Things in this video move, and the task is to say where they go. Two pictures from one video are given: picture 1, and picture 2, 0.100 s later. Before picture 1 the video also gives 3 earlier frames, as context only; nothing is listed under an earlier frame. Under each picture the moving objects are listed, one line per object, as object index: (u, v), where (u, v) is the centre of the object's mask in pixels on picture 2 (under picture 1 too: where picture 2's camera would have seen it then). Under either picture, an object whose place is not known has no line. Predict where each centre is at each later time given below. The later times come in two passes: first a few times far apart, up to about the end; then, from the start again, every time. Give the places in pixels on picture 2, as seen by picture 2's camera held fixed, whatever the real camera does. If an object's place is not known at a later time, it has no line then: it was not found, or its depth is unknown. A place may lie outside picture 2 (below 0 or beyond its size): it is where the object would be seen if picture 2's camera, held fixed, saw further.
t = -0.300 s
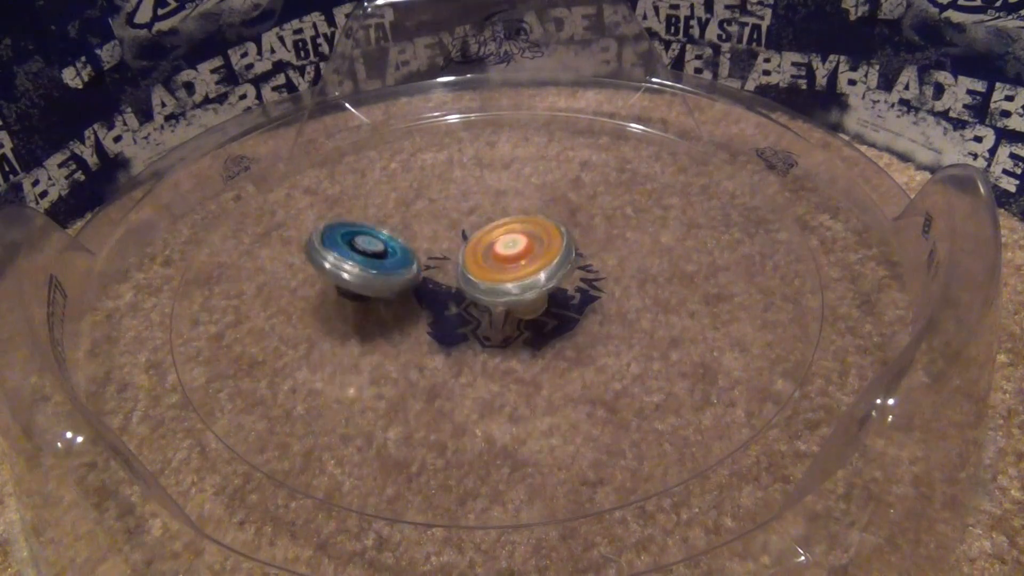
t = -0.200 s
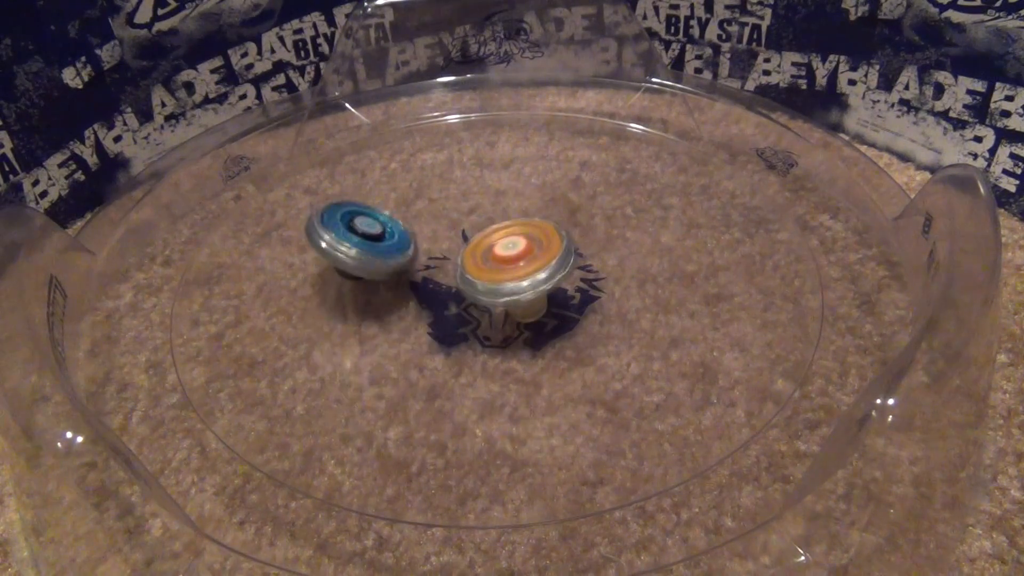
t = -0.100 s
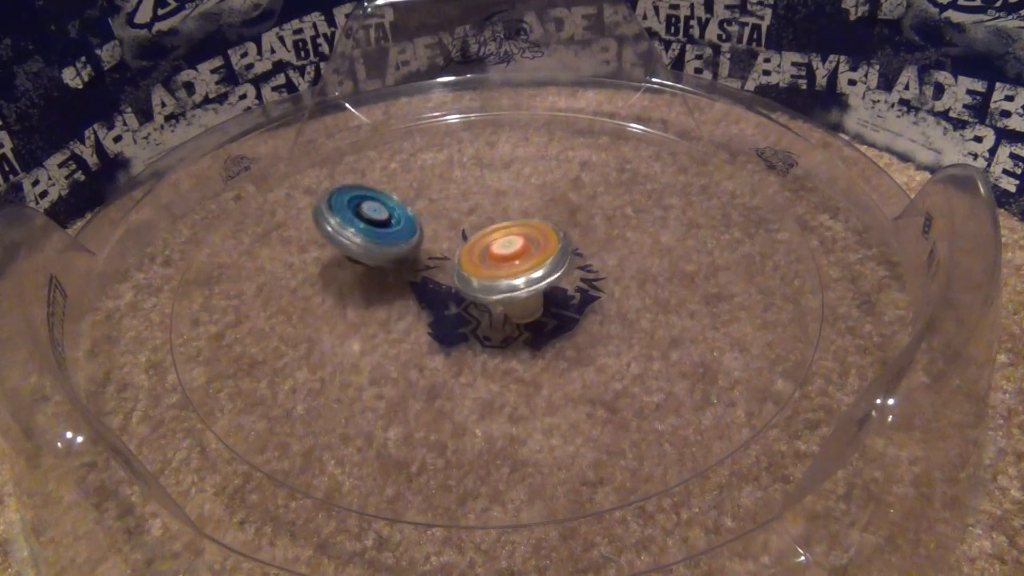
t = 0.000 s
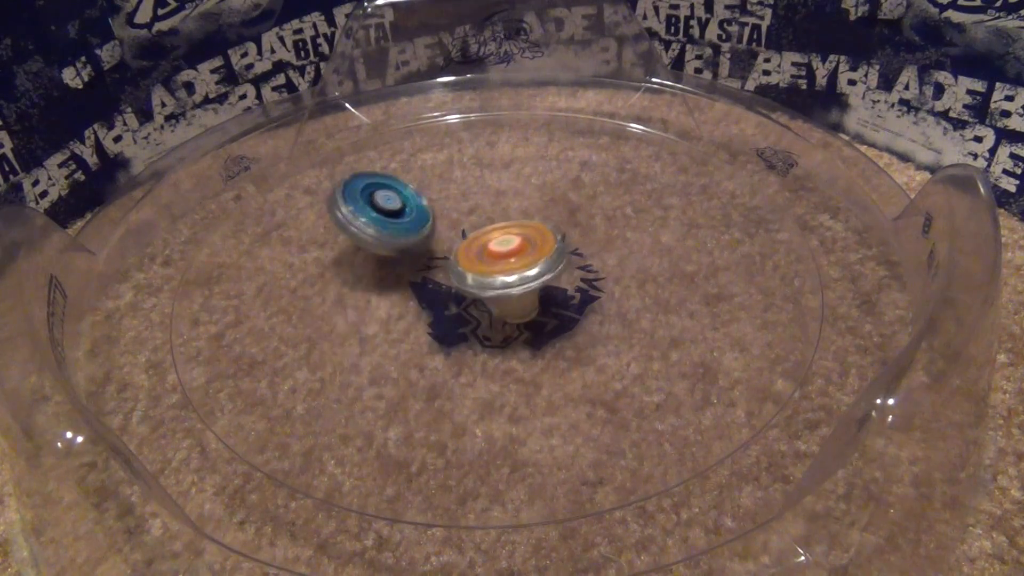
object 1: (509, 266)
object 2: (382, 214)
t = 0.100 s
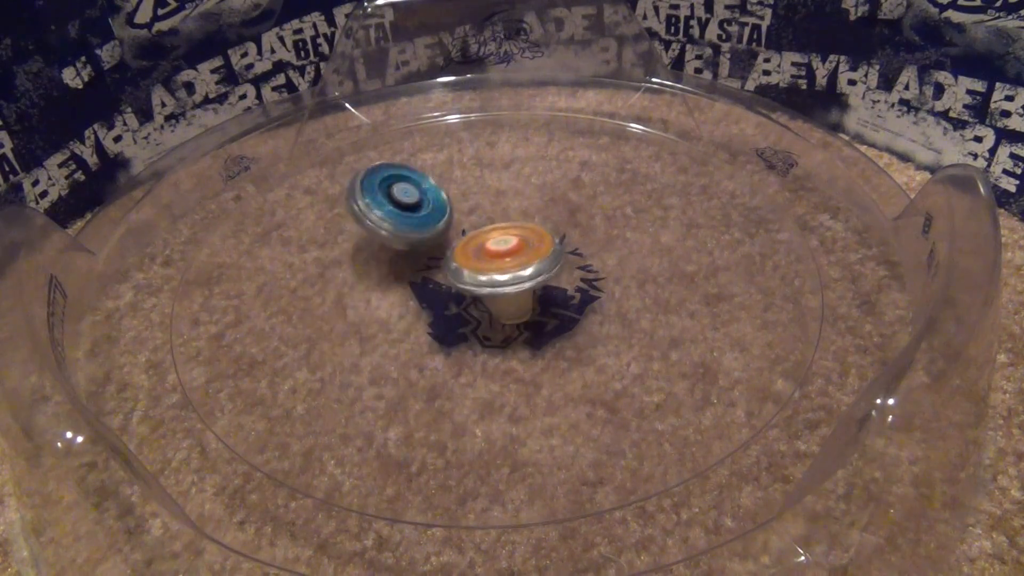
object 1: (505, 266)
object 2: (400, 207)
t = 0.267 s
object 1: (496, 269)
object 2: (438, 199)
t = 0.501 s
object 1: (485, 273)
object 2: (504, 193)
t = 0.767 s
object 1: (472, 272)
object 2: (565, 205)
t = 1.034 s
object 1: (469, 265)
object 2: (603, 238)
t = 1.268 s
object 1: (477, 258)
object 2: (618, 279)
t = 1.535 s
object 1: (482, 251)
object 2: (598, 322)
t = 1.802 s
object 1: (488, 251)
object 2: (530, 348)
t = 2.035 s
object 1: (494, 256)
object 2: (457, 355)
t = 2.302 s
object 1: (499, 261)
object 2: (395, 337)
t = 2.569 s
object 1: (499, 265)
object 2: (375, 295)
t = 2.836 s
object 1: (488, 269)
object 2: (380, 247)
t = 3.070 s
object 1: (481, 268)
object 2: (404, 212)
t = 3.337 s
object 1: (475, 262)
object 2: (461, 190)
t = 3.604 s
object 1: (476, 257)
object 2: (530, 199)
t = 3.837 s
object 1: (481, 254)
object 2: (578, 223)
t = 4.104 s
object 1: (490, 255)
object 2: (608, 260)
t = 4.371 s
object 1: (495, 259)
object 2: (595, 304)
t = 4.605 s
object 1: (495, 262)
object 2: (551, 335)
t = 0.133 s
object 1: (504, 267)
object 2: (407, 206)
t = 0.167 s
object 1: (503, 267)
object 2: (414, 204)
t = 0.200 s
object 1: (500, 268)
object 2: (422, 202)
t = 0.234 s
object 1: (498, 269)
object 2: (430, 200)
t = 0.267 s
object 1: (496, 269)
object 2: (438, 199)
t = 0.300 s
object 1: (494, 270)
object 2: (447, 197)
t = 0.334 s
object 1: (493, 270)
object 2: (456, 196)
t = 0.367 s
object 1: (490, 271)
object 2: (467, 194)
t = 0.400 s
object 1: (489, 272)
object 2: (475, 193)
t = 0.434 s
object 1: (487, 272)
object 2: (485, 193)
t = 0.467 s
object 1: (486, 272)
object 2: (495, 192)
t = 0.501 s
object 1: (485, 273)
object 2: (504, 193)
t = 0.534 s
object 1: (484, 273)
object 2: (513, 193)
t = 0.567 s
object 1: (482, 273)
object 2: (523, 197)
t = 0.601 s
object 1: (480, 273)
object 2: (530, 196)
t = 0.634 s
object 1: (479, 273)
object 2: (538, 197)
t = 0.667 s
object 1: (478, 273)
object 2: (544, 198)
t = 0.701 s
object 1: (474, 272)
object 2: (551, 201)
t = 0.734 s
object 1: (473, 272)
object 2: (558, 203)
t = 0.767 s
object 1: (472, 272)
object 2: (565, 205)
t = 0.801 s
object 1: (471, 271)
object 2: (569, 208)
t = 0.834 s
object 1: (470, 270)
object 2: (576, 211)
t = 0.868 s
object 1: (469, 269)
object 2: (581, 215)
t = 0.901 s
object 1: (469, 269)
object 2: (586, 219)
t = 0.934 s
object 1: (469, 268)
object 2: (591, 224)
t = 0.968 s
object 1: (469, 267)
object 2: (595, 229)
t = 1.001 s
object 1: (469, 266)
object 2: (600, 232)
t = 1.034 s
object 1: (469, 265)
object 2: (603, 238)
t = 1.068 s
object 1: (470, 263)
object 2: (606, 244)
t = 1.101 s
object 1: (471, 263)
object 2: (609, 249)
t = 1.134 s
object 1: (472, 261)
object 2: (612, 255)
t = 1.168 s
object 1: (473, 260)
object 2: (614, 261)
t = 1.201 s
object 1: (475, 259)
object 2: (616, 267)
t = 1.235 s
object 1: (476, 258)
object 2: (617, 273)
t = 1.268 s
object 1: (477, 258)
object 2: (618, 279)
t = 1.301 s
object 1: (478, 256)
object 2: (617, 285)
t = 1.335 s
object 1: (479, 256)
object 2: (616, 290)
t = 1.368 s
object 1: (480, 255)
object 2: (615, 297)
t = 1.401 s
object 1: (480, 254)
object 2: (613, 302)
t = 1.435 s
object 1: (481, 254)
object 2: (611, 307)
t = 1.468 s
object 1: (481, 253)
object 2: (607, 313)
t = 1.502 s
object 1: (481, 251)
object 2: (603, 318)
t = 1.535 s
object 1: (482, 251)
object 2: (598, 322)
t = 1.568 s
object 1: (482, 250)
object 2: (592, 327)
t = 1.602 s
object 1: (482, 250)
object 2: (585, 331)
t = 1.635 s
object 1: (484, 250)
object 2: (578, 334)
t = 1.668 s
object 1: (484, 250)
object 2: (571, 337)
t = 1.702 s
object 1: (485, 250)
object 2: (561, 340)
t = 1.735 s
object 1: (486, 250)
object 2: (551, 344)
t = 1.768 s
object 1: (487, 250)
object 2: (542, 346)
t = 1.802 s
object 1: (488, 251)
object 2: (530, 348)
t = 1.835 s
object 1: (489, 250)
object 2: (520, 349)
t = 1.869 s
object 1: (491, 252)
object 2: (509, 350)
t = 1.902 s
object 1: (491, 253)
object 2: (498, 352)
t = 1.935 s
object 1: (492, 253)
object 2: (487, 353)
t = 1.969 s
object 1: (493, 254)
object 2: (478, 354)
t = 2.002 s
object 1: (494, 255)
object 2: (467, 354)
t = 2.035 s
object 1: (494, 256)
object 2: (457, 355)
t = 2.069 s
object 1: (495, 257)
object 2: (447, 354)
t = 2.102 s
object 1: (496, 257)
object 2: (437, 354)
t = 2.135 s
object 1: (497, 258)
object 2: (428, 352)
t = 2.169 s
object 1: (497, 259)
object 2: (420, 350)
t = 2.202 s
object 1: (497, 260)
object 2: (413, 347)
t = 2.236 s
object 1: (498, 260)
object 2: (405, 344)
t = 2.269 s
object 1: (499, 261)
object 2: (400, 341)
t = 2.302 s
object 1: (499, 261)
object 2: (395, 337)
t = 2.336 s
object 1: (499, 261)
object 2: (391, 332)
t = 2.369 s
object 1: (500, 262)
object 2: (386, 328)
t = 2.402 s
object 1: (500, 262)
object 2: (383, 323)
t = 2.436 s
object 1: (500, 263)
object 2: (380, 318)
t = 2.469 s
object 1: (500, 263)
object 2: (378, 312)
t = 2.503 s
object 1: (500, 264)
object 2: (377, 307)
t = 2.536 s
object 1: (499, 264)
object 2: (375, 301)
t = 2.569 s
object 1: (499, 265)
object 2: (375, 295)
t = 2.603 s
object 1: (497, 266)
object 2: (374, 289)
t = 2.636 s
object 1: (496, 267)
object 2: (374, 283)
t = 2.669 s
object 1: (495, 267)
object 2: (374, 278)
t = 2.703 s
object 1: (493, 268)
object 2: (374, 270)
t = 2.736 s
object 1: (491, 268)
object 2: (375, 265)
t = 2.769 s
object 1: (490, 268)
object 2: (377, 259)
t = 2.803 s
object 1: (489, 268)
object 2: (379, 253)
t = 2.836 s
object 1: (488, 269)
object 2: (380, 247)
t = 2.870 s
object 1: (487, 269)
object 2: (382, 242)
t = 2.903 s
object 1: (485, 269)
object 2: (385, 236)
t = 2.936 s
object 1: (485, 269)
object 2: (388, 231)
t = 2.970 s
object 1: (484, 268)
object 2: (391, 226)
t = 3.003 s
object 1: (483, 268)
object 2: (395, 220)
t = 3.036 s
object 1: (482, 268)
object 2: (400, 217)
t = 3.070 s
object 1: (481, 268)
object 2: (404, 212)
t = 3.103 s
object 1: (479, 267)
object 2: (410, 208)
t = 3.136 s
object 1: (478, 266)
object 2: (415, 204)
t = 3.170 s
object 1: (478, 266)
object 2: (421, 201)
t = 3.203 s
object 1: (477, 265)
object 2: (430, 197)
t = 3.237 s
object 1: (477, 264)
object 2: (437, 195)
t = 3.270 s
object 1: (476, 264)
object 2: (443, 194)
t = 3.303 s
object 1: (476, 263)
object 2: (453, 191)
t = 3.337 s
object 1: (475, 262)
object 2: (461, 190)
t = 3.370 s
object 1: (475, 262)
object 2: (469, 189)
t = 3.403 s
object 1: (475, 261)
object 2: (478, 189)
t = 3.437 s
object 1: (475, 260)
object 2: (488, 190)
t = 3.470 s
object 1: (475, 260)
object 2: (497, 191)
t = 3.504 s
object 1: (476, 259)
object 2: (506, 191)
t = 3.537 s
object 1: (476, 259)
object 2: (514, 193)
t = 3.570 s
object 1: (477, 258)
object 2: (524, 197)
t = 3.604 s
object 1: (476, 257)
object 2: (530, 199)
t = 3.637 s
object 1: (478, 257)
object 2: (539, 201)
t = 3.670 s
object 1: (478, 256)
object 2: (546, 204)
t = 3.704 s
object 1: (479, 256)
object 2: (553, 208)
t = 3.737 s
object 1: (479, 255)
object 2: (560, 212)
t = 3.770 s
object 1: (480, 255)
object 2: (566, 215)
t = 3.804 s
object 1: (480, 255)
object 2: (572, 219)
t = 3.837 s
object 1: (481, 254)
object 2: (578, 223)
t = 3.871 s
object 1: (483, 254)
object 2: (582, 227)
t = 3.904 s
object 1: (483, 254)
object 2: (587, 231)
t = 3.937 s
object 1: (485, 254)
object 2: (593, 235)
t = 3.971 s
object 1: (486, 254)
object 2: (597, 240)
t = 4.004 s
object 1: (487, 255)
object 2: (600, 245)
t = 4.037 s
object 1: (488, 255)
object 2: (604, 250)
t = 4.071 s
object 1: (489, 255)
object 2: (606, 255)
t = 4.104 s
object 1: (490, 255)
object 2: (608, 260)
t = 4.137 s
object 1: (491, 255)
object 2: (608, 266)
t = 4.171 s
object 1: (491, 255)
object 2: (610, 270)
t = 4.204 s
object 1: (492, 256)
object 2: (609, 277)
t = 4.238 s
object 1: (492, 256)
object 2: (608, 283)
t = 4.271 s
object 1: (493, 257)
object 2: (605, 288)
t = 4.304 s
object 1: (494, 257)
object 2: (602, 293)
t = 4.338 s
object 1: (495, 258)
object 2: (599, 298)
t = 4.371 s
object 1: (495, 259)
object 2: (595, 304)
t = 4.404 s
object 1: (495, 259)
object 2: (590, 309)
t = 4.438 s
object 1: (495, 260)
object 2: (585, 314)
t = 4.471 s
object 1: (495, 261)
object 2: (579, 318)
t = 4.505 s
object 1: (494, 261)
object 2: (573, 323)
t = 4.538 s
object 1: (495, 261)
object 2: (566, 328)
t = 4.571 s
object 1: (494, 262)
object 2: (559, 332)
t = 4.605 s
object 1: (495, 262)
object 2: (551, 335)
